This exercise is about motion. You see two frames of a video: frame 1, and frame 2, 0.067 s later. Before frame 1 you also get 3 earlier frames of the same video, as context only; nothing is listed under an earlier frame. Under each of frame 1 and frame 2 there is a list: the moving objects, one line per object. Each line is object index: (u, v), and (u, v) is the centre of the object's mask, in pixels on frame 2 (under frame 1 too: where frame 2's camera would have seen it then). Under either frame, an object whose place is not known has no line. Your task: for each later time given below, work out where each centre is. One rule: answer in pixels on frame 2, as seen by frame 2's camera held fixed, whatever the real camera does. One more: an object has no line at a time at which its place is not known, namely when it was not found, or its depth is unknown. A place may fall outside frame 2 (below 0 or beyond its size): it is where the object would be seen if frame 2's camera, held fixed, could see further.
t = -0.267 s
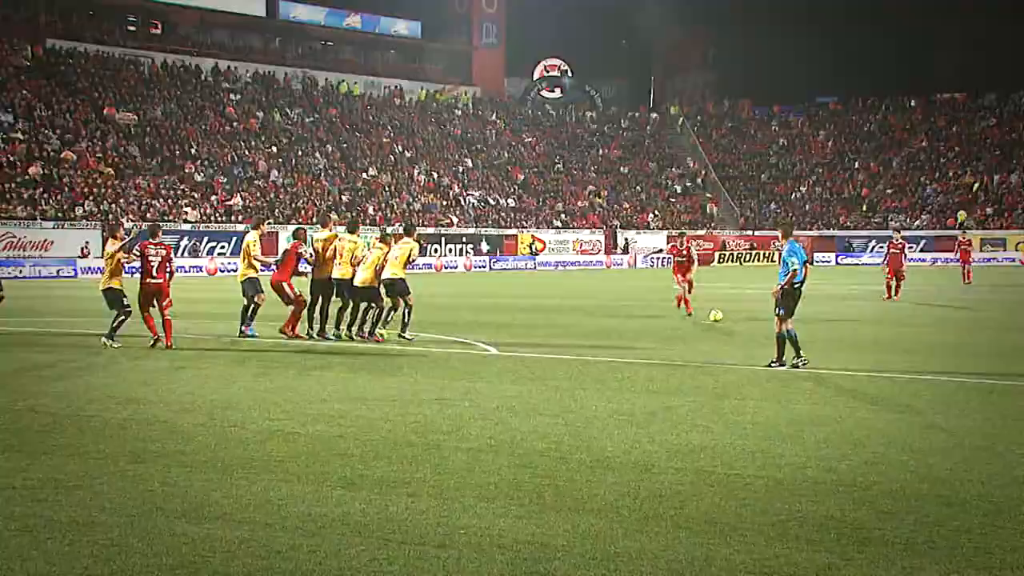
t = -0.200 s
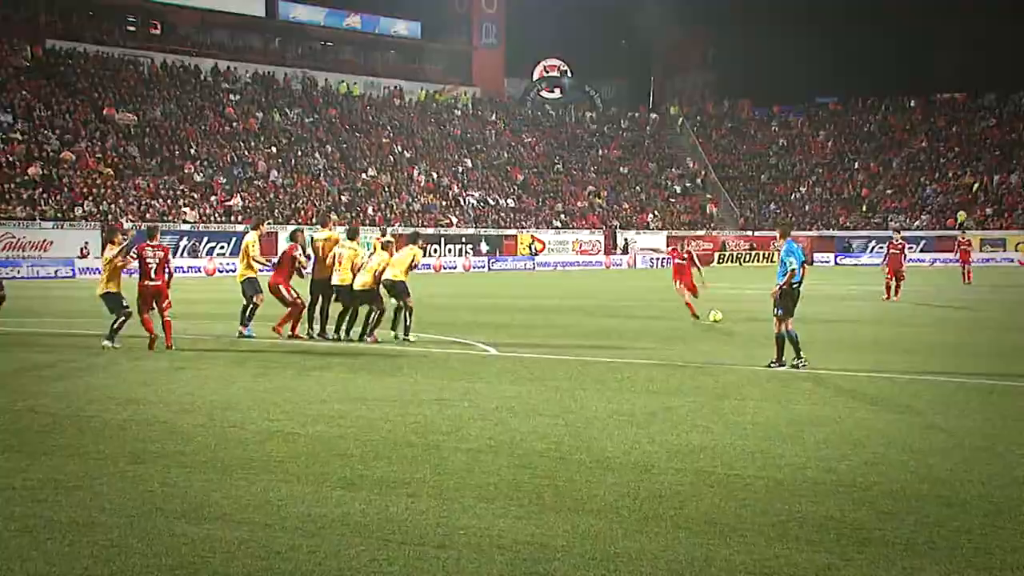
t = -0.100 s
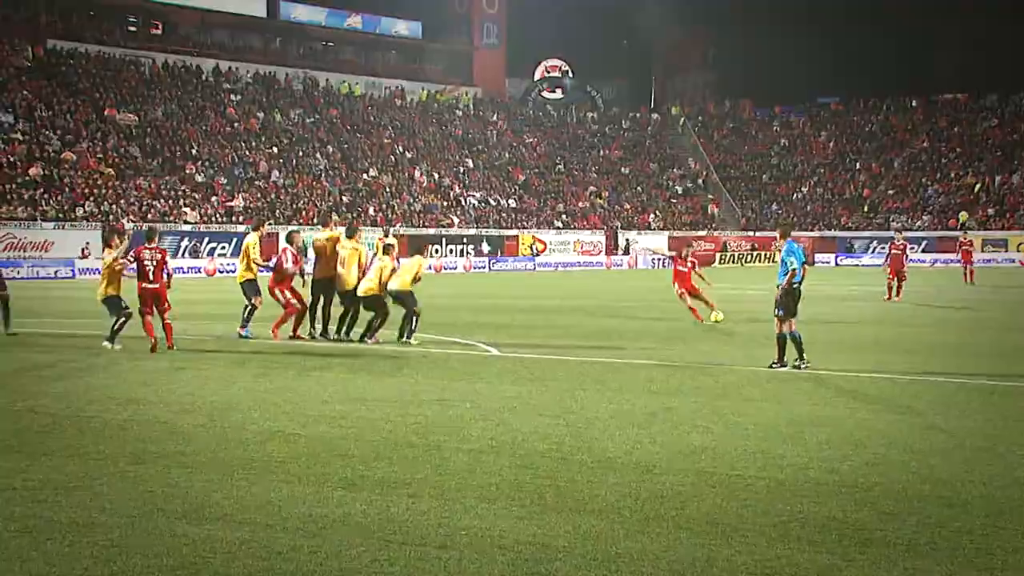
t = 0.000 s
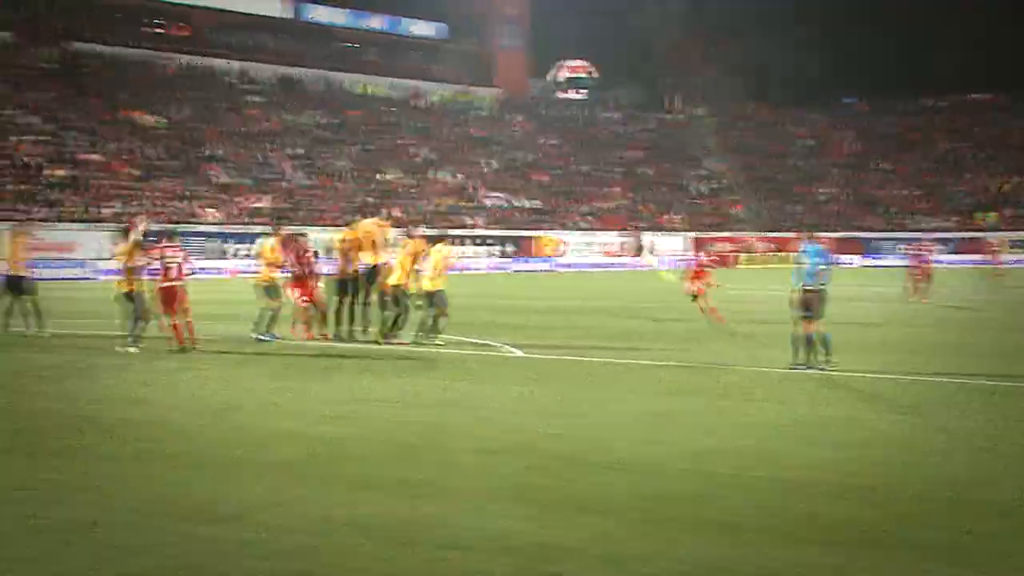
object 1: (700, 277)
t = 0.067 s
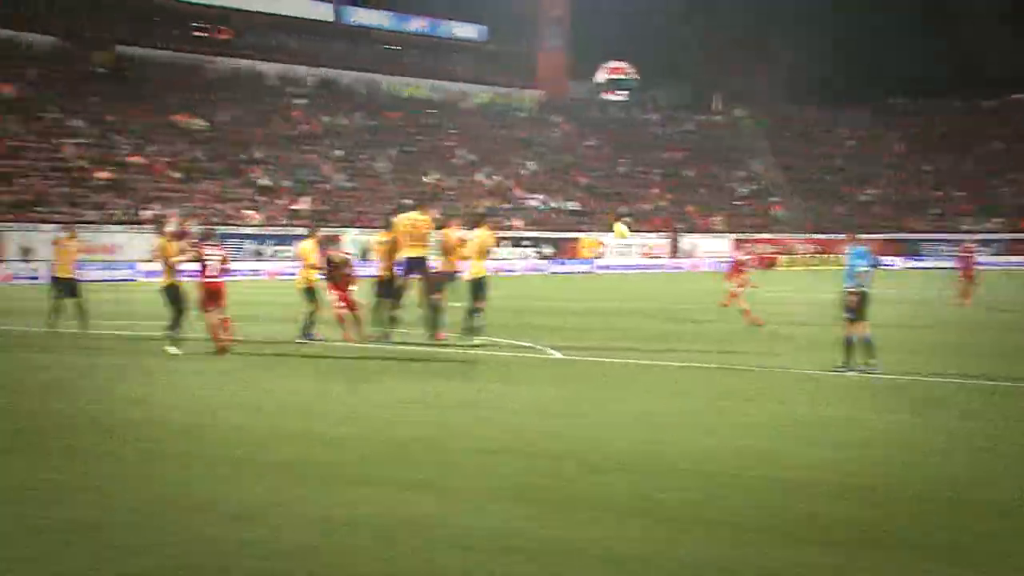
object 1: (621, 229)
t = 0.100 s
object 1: (589, 216)
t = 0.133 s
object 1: (555, 202)
